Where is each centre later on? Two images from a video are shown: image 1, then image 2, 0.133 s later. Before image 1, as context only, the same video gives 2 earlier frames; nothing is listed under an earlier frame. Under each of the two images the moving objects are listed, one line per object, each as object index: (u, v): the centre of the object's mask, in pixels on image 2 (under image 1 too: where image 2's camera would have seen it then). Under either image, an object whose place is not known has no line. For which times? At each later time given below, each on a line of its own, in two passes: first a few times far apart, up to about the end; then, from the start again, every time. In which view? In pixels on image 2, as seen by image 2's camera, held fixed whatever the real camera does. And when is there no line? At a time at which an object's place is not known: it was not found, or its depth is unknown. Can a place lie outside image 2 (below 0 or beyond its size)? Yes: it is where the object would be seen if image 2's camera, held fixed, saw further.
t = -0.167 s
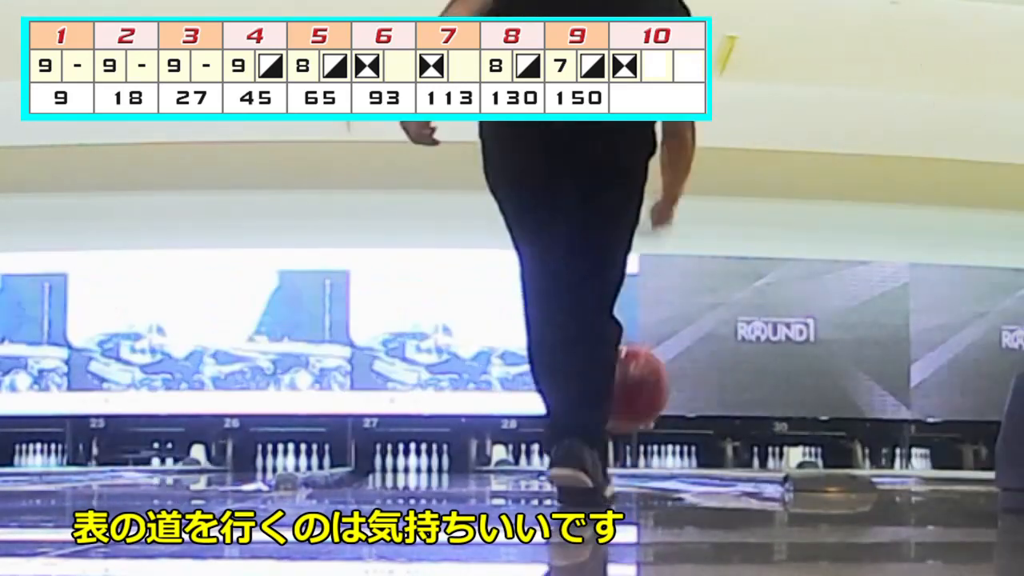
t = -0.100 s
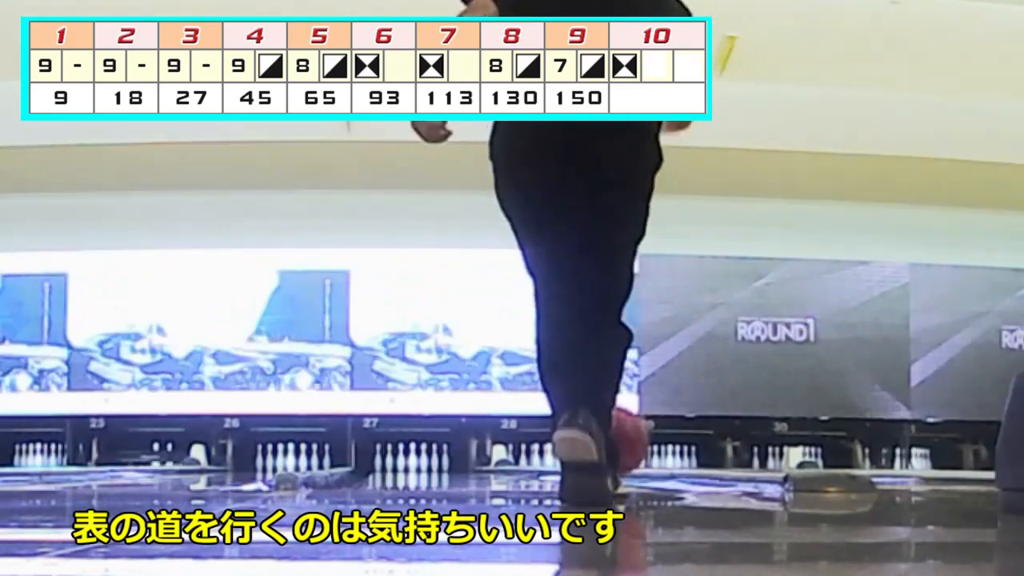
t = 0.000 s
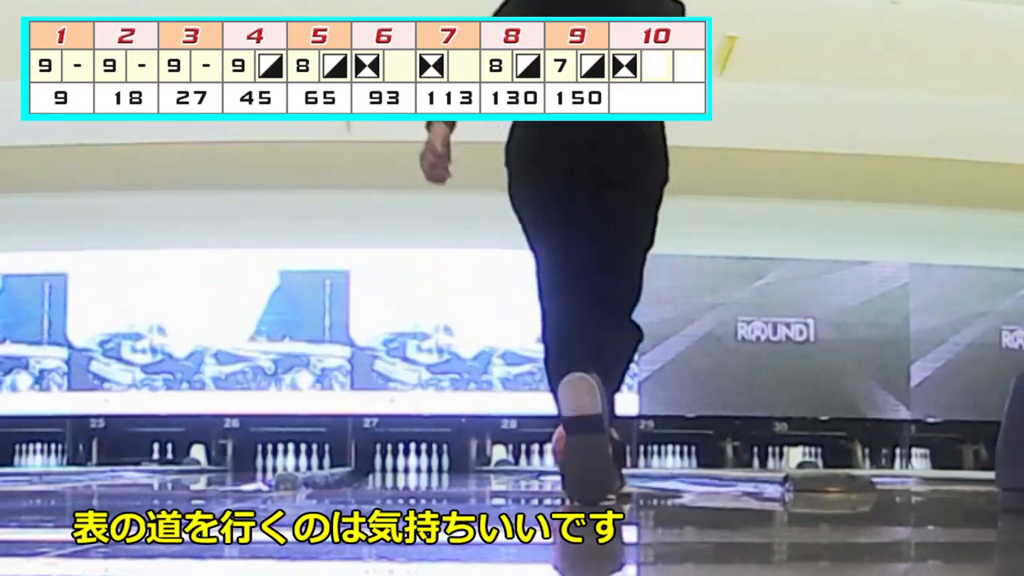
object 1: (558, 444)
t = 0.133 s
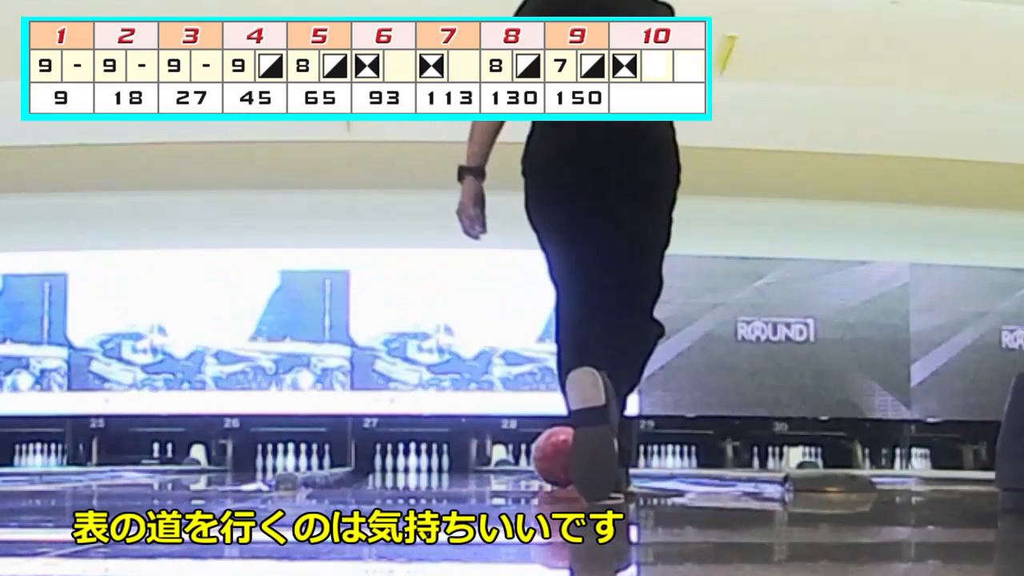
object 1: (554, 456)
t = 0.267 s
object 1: (545, 457)
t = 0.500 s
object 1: (521, 459)
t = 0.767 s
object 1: (500, 460)
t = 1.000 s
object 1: (488, 460)
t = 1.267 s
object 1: (476, 460)
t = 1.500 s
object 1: (467, 461)
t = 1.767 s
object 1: (459, 461)
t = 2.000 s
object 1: (453, 462)
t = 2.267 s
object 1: (446, 462)
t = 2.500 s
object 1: (441, 463)
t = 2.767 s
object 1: (433, 464)
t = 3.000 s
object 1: (427, 464)
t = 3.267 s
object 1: (423, 463)
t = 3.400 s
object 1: (425, 464)
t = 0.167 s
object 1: (554, 456)
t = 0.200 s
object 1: (553, 456)
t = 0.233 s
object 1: (548, 457)
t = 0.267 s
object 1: (545, 457)
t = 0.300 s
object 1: (540, 457)
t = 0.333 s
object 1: (536, 458)
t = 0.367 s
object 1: (534, 458)
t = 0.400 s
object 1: (531, 458)
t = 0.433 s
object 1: (526, 458)
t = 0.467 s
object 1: (525, 458)
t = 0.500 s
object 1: (521, 459)
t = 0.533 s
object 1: (519, 459)
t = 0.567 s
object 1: (517, 459)
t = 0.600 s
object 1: (513, 459)
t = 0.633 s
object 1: (510, 459)
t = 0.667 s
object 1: (508, 459)
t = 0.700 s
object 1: (507, 459)
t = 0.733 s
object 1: (504, 459)
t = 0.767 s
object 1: (500, 460)
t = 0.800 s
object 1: (499, 460)
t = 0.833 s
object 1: (497, 460)
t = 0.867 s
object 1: (495, 460)
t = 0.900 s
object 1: (494, 460)
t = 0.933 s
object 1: (492, 460)
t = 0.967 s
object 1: (490, 459)
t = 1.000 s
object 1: (488, 460)
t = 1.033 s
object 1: (486, 460)
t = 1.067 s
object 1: (484, 460)
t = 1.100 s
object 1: (483, 460)
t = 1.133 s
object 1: (482, 460)
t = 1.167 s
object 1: (479, 460)
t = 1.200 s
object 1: (479, 461)
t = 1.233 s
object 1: (477, 460)
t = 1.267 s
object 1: (476, 460)
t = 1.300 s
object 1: (474, 460)
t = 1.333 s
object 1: (473, 461)
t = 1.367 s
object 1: (472, 461)
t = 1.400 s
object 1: (471, 461)
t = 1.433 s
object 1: (469, 461)
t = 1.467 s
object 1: (468, 461)
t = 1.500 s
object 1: (467, 461)
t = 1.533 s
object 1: (466, 460)
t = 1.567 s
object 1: (465, 460)
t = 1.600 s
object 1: (464, 461)
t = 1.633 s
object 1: (463, 461)
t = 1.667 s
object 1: (461, 461)
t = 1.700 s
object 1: (461, 461)
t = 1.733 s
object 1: (460, 461)
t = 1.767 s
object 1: (459, 461)
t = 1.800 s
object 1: (459, 461)
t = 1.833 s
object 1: (457, 461)
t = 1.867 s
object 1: (456, 461)
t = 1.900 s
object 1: (455, 461)
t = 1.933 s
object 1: (454, 461)
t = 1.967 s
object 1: (453, 462)
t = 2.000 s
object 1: (453, 462)
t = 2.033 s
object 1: (452, 462)
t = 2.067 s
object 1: (451, 461)
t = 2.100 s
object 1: (450, 462)
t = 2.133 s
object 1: (449, 462)
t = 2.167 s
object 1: (448, 462)
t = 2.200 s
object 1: (447, 462)
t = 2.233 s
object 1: (447, 462)
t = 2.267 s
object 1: (446, 462)
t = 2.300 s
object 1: (445, 462)
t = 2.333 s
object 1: (445, 462)
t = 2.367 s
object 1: (443, 462)
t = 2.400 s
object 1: (443, 462)
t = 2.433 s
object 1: (442, 463)
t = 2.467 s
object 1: (441, 463)
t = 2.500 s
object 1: (441, 463)
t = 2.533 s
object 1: (440, 462)
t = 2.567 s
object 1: (439, 463)
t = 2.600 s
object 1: (438, 463)
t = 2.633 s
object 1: (437, 463)
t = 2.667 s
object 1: (436, 463)
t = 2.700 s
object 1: (435, 464)
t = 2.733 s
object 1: (434, 463)
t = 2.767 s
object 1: (433, 464)
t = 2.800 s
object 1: (433, 463)
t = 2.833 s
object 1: (432, 463)
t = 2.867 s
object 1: (431, 464)
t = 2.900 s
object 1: (429, 464)
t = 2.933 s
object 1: (428, 464)
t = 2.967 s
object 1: (427, 464)
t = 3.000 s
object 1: (427, 464)
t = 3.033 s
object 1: (426, 464)
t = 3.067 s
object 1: (424, 464)
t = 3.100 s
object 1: (423, 463)
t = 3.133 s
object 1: (423, 463)
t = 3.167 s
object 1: (421, 464)
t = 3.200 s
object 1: (422, 464)
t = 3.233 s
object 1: (422, 463)
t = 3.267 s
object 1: (423, 463)
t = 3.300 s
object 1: (423, 463)
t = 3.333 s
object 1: (424, 464)
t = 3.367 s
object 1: (424, 463)
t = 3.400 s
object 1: (425, 464)
